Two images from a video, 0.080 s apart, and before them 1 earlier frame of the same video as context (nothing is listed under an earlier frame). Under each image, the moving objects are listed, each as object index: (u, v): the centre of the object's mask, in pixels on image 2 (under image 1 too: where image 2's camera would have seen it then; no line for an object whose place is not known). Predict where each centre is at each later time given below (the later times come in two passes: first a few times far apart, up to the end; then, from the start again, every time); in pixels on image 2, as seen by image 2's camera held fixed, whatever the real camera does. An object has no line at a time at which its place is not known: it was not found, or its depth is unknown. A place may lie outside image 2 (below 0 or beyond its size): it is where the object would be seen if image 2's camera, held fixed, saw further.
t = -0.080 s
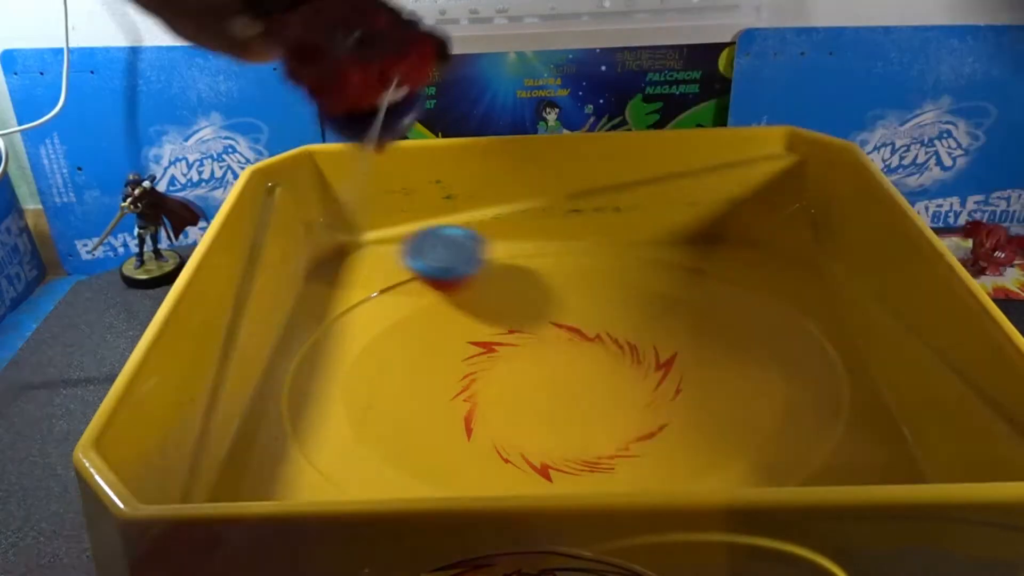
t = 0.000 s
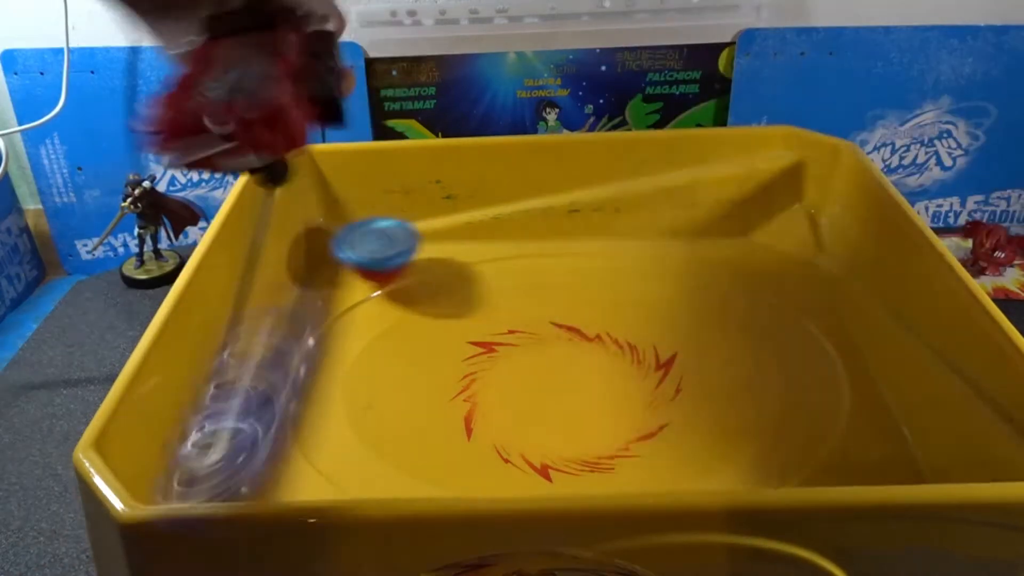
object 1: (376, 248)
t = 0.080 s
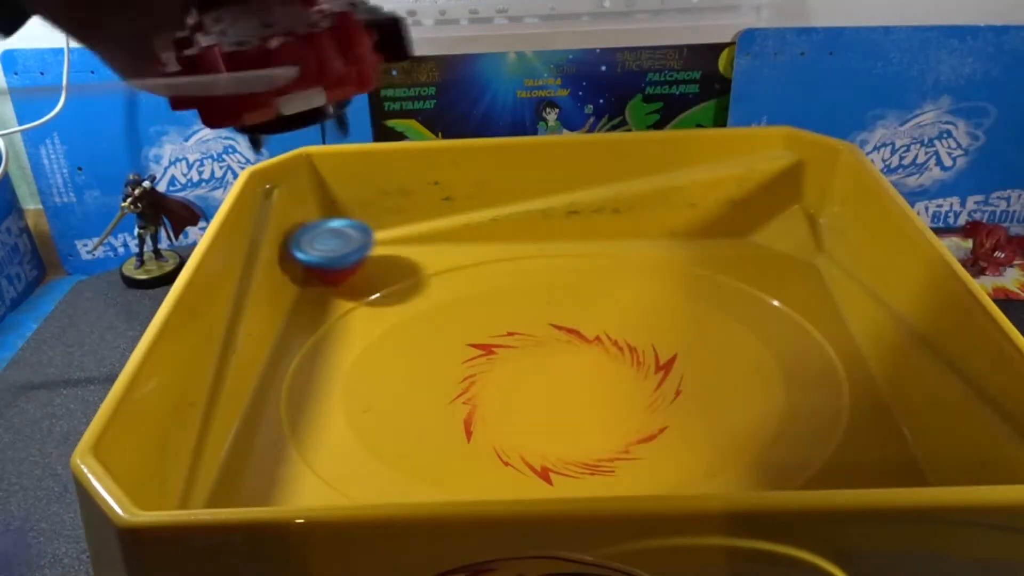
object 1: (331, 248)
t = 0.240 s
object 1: (383, 229)
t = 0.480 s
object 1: (460, 248)
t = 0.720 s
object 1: (479, 393)
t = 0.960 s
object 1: (815, 431)
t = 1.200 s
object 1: (757, 388)
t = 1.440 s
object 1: (500, 298)
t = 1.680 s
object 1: (273, 359)
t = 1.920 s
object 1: (424, 453)
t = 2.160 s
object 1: (754, 390)
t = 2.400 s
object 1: (779, 225)
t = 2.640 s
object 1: (767, 284)
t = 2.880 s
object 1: (620, 336)
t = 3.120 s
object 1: (505, 431)
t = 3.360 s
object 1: (682, 425)
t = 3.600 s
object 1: (571, 302)
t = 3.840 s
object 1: (286, 316)
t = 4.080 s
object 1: (381, 404)
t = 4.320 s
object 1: (665, 382)
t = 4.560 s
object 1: (637, 254)
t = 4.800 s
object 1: (568, 245)
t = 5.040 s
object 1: (478, 337)
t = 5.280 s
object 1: (601, 434)
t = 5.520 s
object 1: (746, 352)
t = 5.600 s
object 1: (709, 321)
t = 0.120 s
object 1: (327, 245)
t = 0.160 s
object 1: (346, 240)
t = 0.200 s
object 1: (364, 235)
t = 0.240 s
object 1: (383, 229)
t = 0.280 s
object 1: (398, 227)
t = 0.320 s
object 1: (411, 231)
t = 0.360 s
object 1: (424, 233)
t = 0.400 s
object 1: (439, 235)
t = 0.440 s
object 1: (452, 240)
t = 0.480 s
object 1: (460, 248)
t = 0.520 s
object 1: (464, 257)
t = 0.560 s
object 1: (466, 269)
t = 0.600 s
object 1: (465, 292)
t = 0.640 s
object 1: (461, 321)
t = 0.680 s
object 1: (462, 357)
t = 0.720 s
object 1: (479, 393)
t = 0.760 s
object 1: (513, 424)
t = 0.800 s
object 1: (566, 445)
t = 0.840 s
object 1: (633, 451)
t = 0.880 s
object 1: (704, 453)
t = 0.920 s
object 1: (768, 450)
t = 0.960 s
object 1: (815, 431)
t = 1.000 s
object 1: (854, 418)
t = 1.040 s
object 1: (888, 412)
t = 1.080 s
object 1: (850, 403)
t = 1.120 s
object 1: (814, 401)
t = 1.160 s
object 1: (785, 393)
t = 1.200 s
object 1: (757, 388)
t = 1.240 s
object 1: (727, 378)
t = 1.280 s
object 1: (694, 358)
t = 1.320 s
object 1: (654, 336)
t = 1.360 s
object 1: (608, 319)
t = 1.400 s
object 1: (555, 305)
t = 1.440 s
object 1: (500, 298)
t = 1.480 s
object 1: (443, 295)
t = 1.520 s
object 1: (385, 298)
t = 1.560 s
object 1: (324, 310)
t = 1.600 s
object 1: (285, 320)
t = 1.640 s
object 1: (276, 328)
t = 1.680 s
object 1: (273, 359)
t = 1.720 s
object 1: (277, 387)
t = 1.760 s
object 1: (289, 401)
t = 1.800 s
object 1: (314, 419)
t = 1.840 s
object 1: (349, 435)
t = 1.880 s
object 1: (386, 445)
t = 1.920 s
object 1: (424, 453)
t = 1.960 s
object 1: (466, 456)
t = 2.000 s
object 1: (516, 458)
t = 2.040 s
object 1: (572, 456)
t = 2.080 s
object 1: (637, 448)
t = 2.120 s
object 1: (701, 426)
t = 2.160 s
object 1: (754, 390)
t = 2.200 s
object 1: (785, 348)
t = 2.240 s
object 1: (801, 310)
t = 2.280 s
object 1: (803, 275)
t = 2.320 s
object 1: (792, 252)
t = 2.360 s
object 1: (784, 236)
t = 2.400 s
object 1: (779, 225)
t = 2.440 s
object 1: (774, 225)
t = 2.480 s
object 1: (771, 236)
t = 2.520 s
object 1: (771, 247)
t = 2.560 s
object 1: (773, 258)
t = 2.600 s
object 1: (773, 273)
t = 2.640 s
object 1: (767, 284)
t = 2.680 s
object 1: (757, 293)
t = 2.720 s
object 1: (744, 304)
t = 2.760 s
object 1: (721, 315)
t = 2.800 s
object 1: (690, 322)
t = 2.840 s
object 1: (655, 329)
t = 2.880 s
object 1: (620, 336)
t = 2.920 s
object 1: (591, 345)
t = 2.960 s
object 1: (566, 359)
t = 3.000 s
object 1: (543, 377)
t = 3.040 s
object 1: (524, 396)
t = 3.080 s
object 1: (508, 415)
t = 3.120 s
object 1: (505, 431)
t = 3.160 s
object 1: (514, 444)
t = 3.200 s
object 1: (536, 452)
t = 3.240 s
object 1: (570, 454)
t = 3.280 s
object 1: (611, 451)
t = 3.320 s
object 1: (652, 443)
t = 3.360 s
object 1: (682, 425)
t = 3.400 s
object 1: (695, 403)
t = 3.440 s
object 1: (693, 377)
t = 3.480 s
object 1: (676, 353)
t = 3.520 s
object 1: (649, 336)
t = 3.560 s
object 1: (613, 315)
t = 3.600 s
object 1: (571, 302)
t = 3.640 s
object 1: (524, 293)
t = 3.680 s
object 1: (473, 290)
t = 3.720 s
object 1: (420, 290)
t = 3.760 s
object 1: (363, 298)
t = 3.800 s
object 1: (317, 311)
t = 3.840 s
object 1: (286, 316)
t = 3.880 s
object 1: (286, 334)
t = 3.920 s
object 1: (298, 362)
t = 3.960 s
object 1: (313, 379)
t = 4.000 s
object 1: (331, 390)
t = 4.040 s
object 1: (352, 396)
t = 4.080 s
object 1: (381, 404)
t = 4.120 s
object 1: (421, 415)
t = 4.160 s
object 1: (473, 424)
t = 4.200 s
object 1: (531, 428)
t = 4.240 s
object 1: (589, 420)
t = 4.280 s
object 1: (633, 404)
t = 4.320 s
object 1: (665, 382)
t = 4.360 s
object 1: (684, 358)
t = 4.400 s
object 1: (695, 334)
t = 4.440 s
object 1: (695, 310)
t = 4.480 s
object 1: (685, 287)
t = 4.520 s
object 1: (665, 268)
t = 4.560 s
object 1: (637, 254)
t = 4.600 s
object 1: (614, 247)
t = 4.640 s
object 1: (598, 243)
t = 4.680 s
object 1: (589, 241)
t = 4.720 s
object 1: (581, 241)
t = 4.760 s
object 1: (575, 242)
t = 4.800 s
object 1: (568, 245)
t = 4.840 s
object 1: (562, 249)
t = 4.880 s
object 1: (550, 257)
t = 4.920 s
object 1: (533, 271)
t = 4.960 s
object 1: (510, 291)
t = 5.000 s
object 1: (490, 314)
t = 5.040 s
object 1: (478, 337)
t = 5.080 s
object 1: (477, 361)
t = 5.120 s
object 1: (487, 383)
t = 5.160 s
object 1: (501, 402)
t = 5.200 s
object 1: (526, 418)
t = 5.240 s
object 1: (561, 431)
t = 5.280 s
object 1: (601, 434)
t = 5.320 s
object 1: (641, 431)
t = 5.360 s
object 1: (684, 421)
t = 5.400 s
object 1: (716, 406)
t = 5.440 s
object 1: (739, 388)
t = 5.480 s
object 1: (749, 370)
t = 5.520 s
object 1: (746, 352)
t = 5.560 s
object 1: (732, 335)
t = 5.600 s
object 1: (709, 321)
